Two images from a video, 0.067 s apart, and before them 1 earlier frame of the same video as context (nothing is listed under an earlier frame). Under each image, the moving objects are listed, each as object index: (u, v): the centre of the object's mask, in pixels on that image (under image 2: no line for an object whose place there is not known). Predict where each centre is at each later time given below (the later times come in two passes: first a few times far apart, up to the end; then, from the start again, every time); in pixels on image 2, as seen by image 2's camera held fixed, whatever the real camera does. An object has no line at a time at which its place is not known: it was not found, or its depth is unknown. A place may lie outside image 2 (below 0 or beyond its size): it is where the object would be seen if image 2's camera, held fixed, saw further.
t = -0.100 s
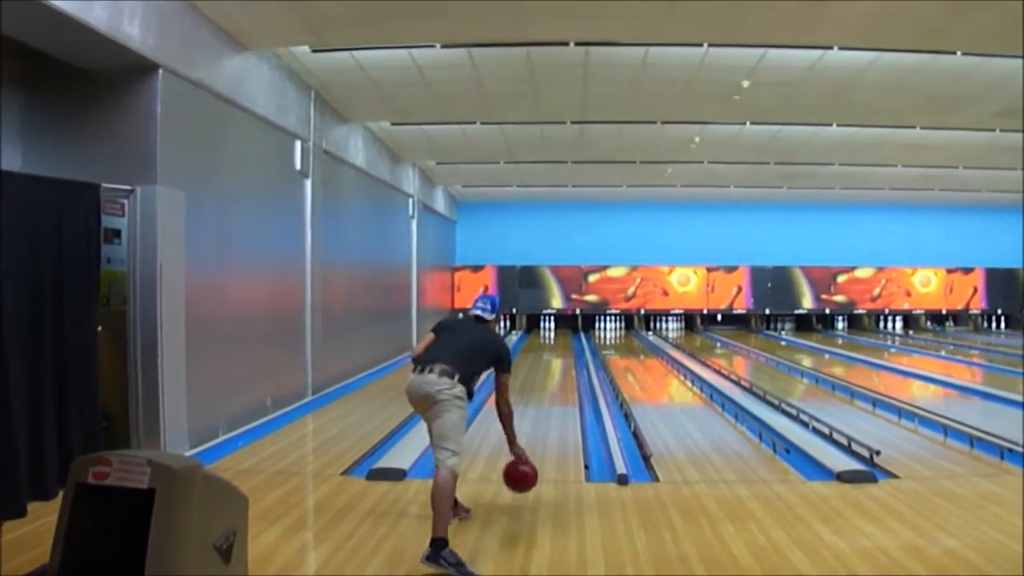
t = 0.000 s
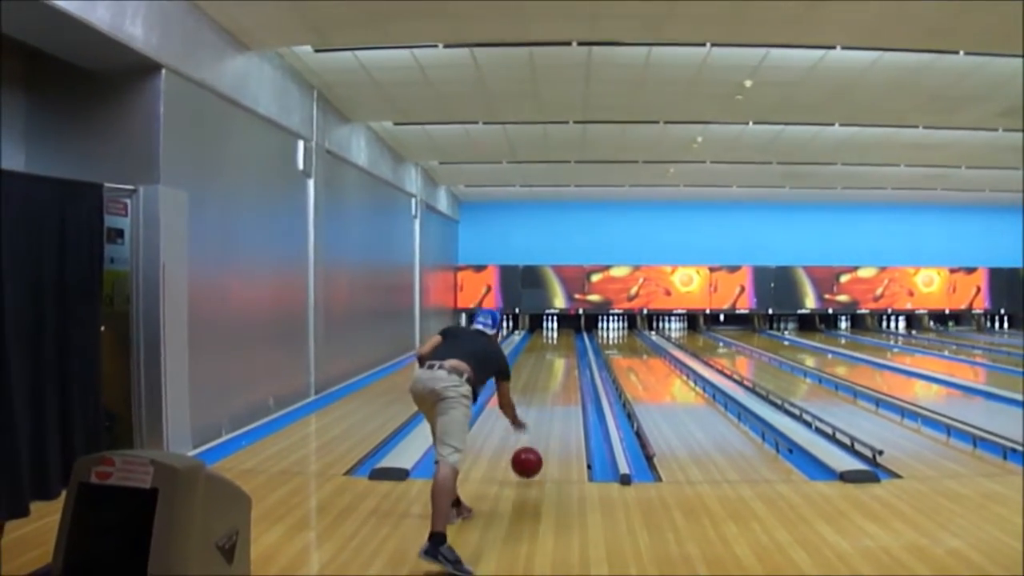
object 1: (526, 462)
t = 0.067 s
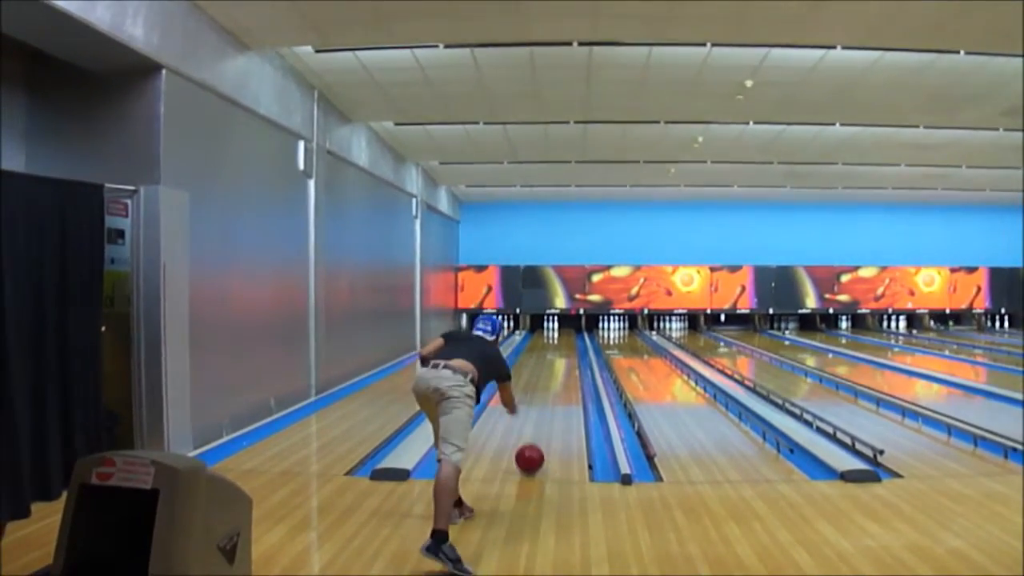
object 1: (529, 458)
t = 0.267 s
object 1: (533, 430)
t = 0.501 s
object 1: (537, 406)
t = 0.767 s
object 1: (540, 388)
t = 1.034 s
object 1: (544, 373)
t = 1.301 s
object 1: (548, 363)
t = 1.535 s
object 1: (550, 356)
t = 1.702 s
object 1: (553, 352)
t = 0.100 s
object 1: (530, 452)
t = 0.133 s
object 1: (531, 447)
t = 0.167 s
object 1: (531, 443)
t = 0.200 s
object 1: (532, 439)
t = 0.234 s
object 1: (533, 434)
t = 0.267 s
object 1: (533, 430)
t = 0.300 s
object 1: (534, 426)
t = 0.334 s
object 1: (535, 422)
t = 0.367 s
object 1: (535, 418)
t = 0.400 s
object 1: (535, 415)
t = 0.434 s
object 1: (536, 412)
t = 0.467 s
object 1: (536, 409)
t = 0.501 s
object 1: (537, 406)
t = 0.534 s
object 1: (537, 404)
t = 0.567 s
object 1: (537, 401)
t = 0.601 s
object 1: (538, 398)
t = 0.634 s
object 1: (538, 396)
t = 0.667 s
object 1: (539, 394)
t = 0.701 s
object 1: (539, 392)
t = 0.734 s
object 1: (540, 390)
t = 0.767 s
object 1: (540, 388)
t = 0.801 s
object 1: (540, 386)
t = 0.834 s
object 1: (541, 384)
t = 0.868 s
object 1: (542, 382)
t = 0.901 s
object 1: (542, 380)
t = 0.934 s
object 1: (543, 378)
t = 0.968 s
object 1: (543, 376)
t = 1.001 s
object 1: (544, 375)
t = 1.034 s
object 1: (544, 373)
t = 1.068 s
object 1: (545, 372)
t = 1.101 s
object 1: (545, 370)
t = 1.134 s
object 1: (546, 369)
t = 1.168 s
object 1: (546, 368)
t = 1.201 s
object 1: (547, 367)
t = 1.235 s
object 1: (547, 365)
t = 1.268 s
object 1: (548, 364)
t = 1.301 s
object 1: (548, 363)
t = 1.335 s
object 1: (549, 362)
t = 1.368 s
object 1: (549, 361)
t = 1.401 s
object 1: (549, 360)
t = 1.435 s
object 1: (549, 359)
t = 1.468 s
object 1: (550, 358)
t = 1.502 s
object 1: (550, 357)
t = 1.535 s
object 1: (550, 356)
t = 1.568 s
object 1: (551, 356)
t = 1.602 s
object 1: (551, 354)
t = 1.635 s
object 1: (552, 353)
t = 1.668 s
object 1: (552, 353)
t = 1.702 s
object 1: (553, 352)
